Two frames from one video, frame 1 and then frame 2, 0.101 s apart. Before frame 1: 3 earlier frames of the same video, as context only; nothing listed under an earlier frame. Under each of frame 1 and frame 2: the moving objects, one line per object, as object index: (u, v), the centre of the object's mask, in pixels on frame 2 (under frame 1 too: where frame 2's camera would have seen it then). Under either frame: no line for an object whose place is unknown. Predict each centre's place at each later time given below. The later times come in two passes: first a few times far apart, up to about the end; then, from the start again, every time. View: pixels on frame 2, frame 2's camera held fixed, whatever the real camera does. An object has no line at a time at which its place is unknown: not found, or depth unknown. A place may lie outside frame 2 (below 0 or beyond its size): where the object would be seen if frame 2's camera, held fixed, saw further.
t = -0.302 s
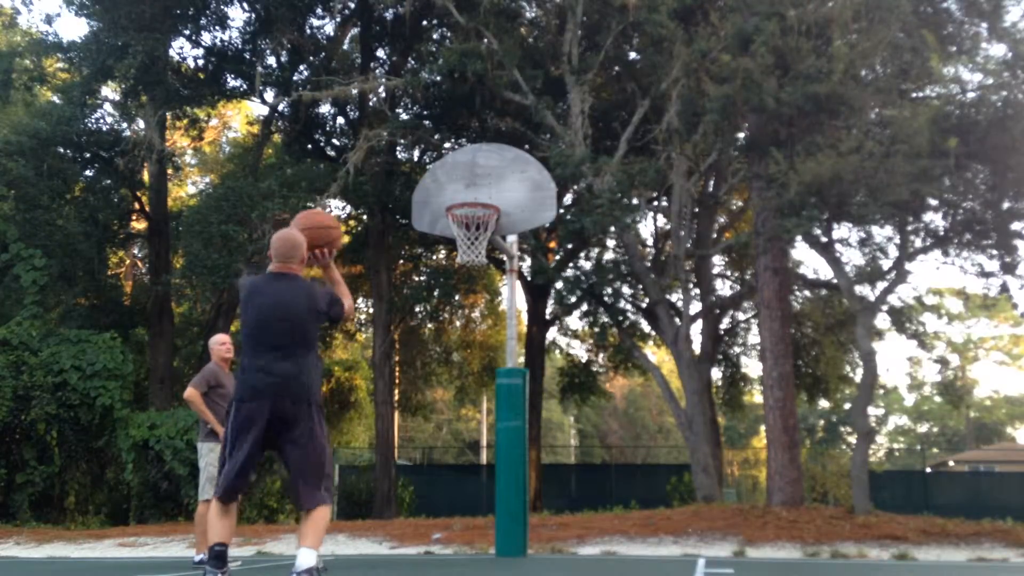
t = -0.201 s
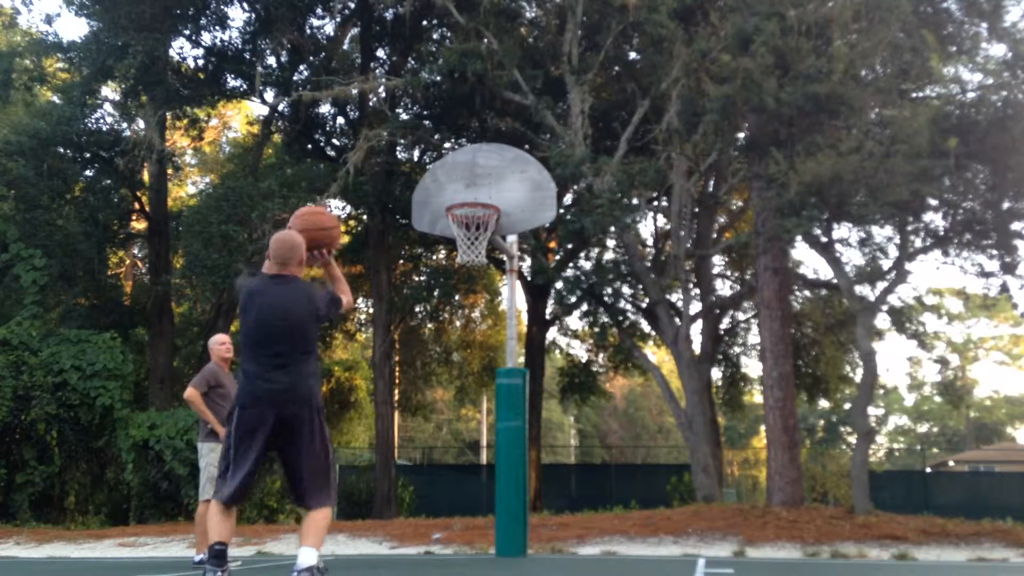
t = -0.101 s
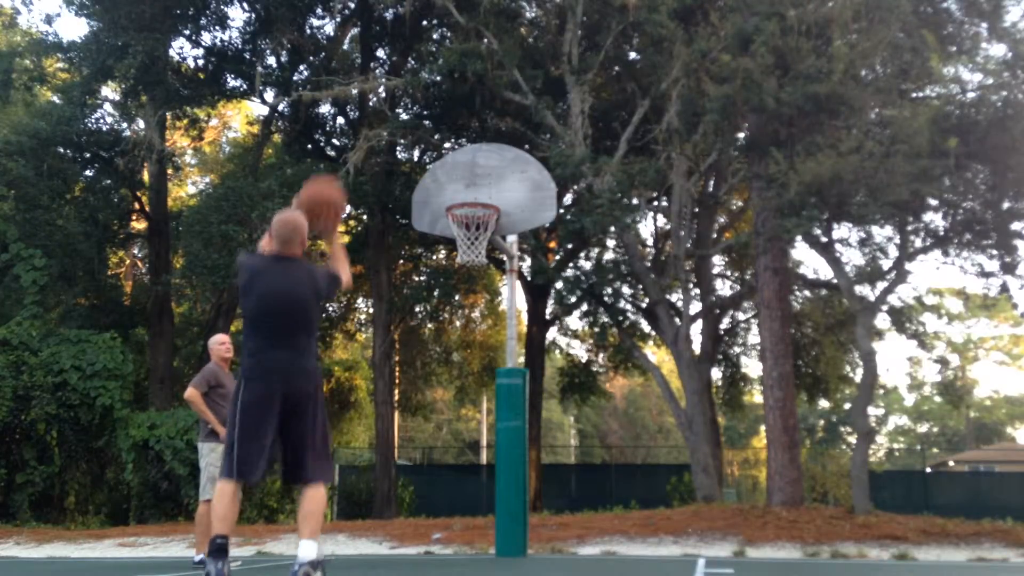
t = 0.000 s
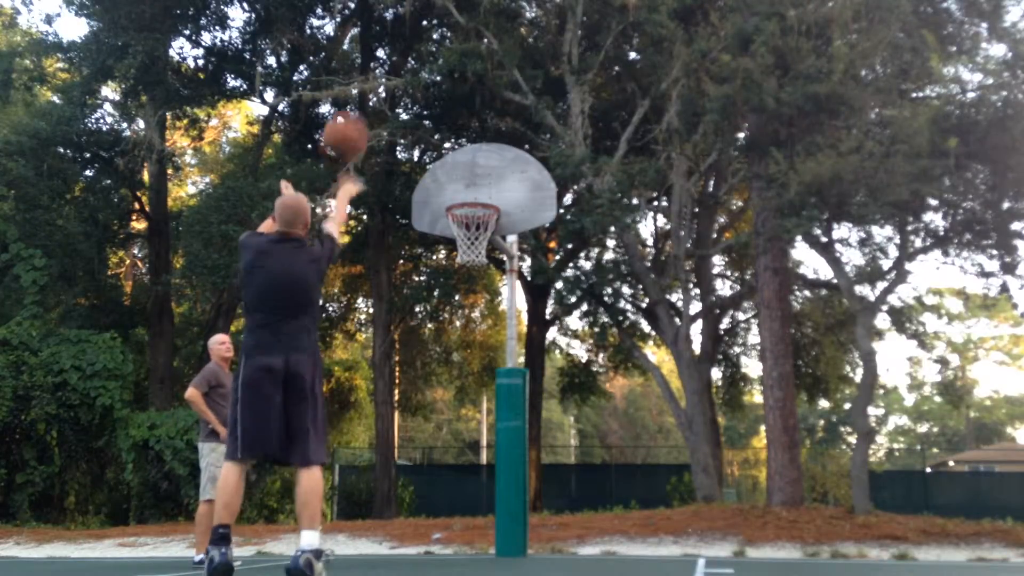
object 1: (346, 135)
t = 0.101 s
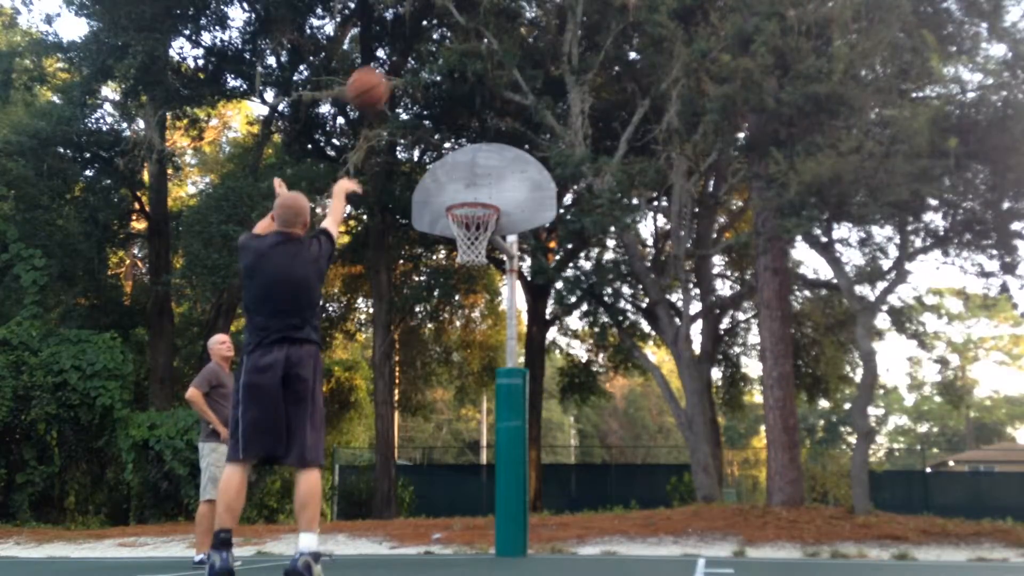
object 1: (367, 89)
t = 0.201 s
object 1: (387, 61)
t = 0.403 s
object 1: (417, 54)
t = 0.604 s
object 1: (441, 94)
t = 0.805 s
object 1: (459, 168)
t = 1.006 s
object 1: (472, 196)
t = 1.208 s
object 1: (456, 183)
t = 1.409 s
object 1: (456, 194)
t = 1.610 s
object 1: (446, 191)
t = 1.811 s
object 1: (434, 213)
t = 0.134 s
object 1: (374, 77)
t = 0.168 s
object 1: (380, 69)
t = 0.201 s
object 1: (387, 61)
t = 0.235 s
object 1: (393, 57)
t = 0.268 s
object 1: (399, 53)
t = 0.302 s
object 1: (403, 51)
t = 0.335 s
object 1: (408, 51)
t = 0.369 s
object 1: (412, 52)
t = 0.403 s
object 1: (417, 54)
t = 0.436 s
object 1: (421, 57)
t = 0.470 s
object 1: (426, 62)
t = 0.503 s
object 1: (430, 69)
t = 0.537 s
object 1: (433, 77)
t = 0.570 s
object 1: (437, 85)
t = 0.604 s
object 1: (441, 94)
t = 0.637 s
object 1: (444, 104)
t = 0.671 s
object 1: (447, 114)
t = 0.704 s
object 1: (450, 125)
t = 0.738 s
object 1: (453, 137)
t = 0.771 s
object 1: (456, 151)
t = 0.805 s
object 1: (459, 168)
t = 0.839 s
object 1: (462, 182)
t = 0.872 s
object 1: (464, 197)
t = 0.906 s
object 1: (469, 201)
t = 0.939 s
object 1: (479, 200)
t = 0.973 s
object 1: (482, 198)
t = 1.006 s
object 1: (472, 196)
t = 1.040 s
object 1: (459, 197)
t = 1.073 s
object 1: (456, 194)
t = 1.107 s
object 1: (456, 190)
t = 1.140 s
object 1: (456, 186)
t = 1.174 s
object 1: (456, 183)
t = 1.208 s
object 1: (456, 183)
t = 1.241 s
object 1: (456, 182)
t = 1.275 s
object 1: (456, 182)
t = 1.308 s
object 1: (456, 184)
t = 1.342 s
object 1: (456, 186)
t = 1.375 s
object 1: (456, 190)
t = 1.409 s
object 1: (456, 194)
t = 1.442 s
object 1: (455, 199)
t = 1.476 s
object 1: (454, 198)
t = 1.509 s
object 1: (451, 194)
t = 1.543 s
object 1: (449, 192)
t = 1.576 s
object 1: (448, 191)
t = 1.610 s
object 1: (446, 191)
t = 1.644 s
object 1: (444, 192)
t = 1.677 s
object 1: (442, 194)
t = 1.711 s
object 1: (440, 197)
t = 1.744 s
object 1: (438, 200)
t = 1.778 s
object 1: (437, 207)
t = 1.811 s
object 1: (434, 213)
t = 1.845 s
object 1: (433, 220)
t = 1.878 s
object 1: (430, 228)
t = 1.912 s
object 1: (427, 240)
